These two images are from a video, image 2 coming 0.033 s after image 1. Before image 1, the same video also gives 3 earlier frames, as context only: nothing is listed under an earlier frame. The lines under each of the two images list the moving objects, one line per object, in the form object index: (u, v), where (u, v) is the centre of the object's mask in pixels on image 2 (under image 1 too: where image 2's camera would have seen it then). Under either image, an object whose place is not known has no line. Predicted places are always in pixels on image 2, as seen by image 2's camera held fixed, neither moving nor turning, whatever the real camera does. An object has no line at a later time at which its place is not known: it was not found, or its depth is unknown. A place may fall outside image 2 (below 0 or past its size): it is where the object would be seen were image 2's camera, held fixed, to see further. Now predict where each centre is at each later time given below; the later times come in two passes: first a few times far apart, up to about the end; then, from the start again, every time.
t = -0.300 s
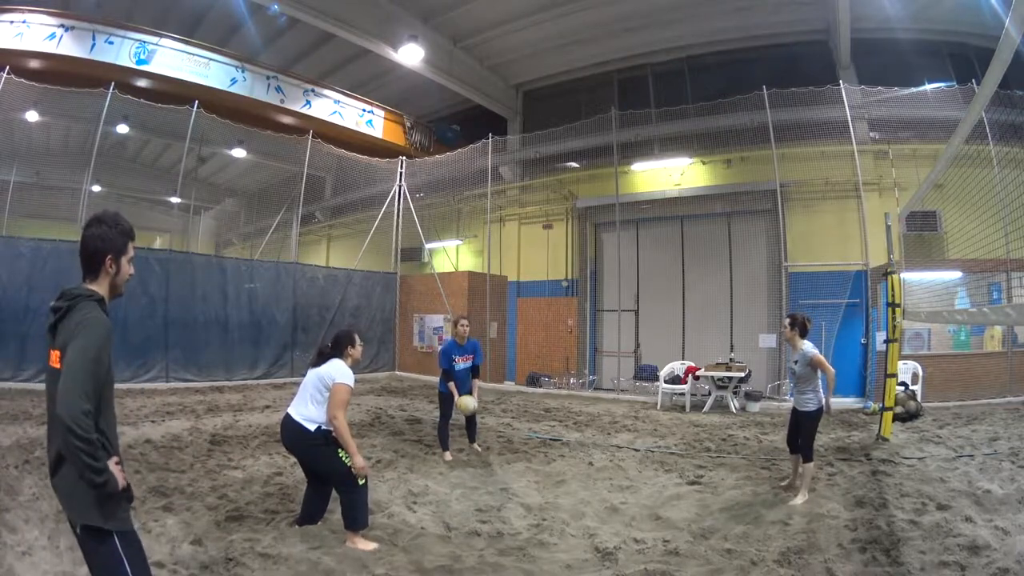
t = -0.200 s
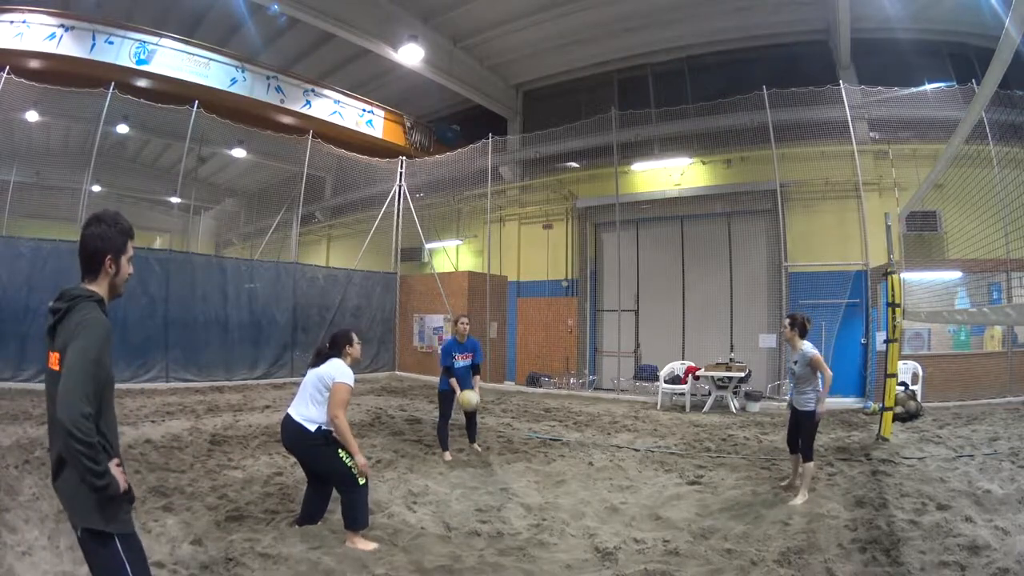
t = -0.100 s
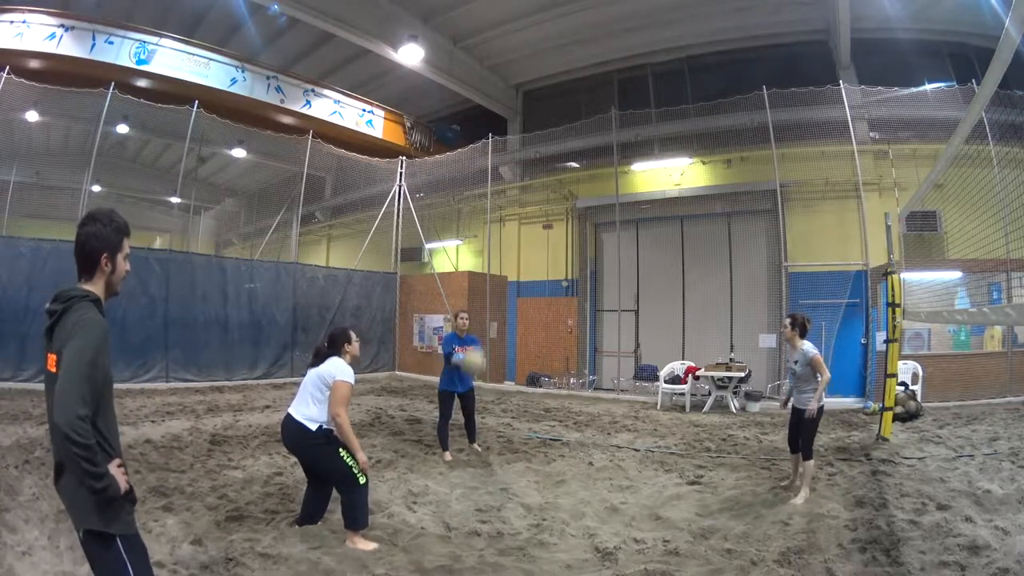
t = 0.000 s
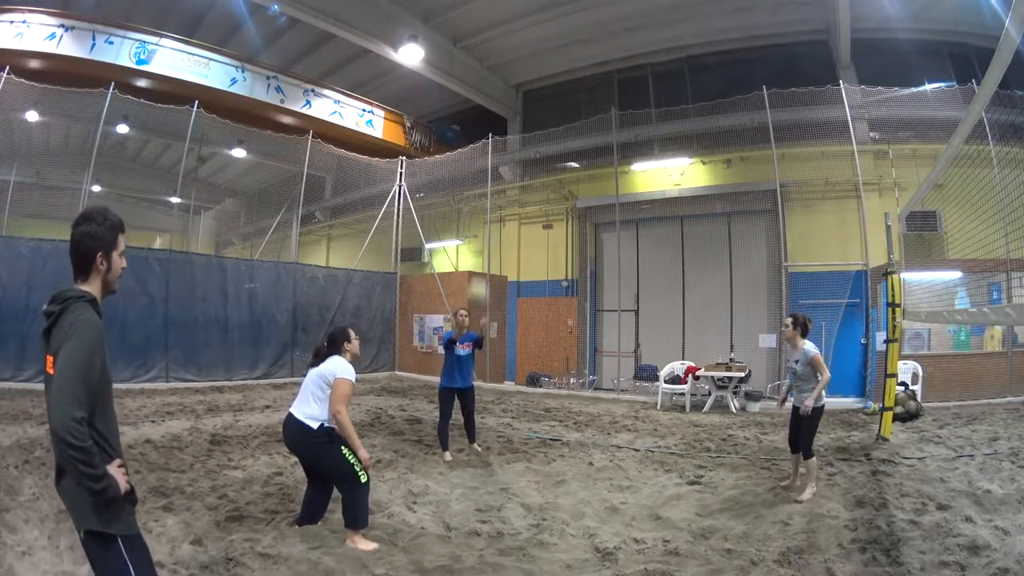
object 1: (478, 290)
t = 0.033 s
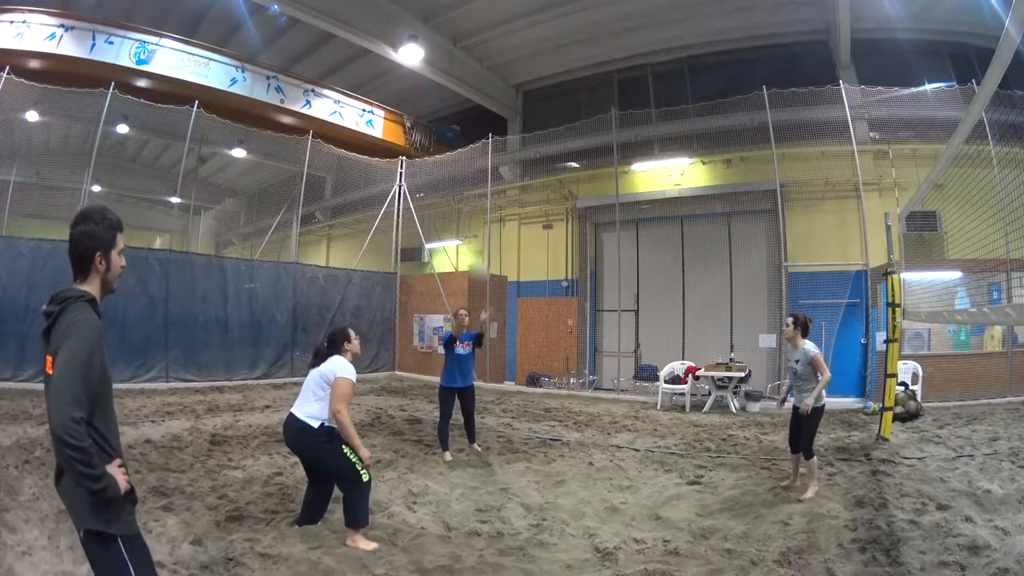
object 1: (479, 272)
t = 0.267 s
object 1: (484, 157)
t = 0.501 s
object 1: (486, 100)
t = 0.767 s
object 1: (489, 98)
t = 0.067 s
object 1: (478, 252)
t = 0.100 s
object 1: (479, 232)
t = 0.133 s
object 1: (481, 215)
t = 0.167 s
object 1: (481, 199)
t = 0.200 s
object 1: (482, 185)
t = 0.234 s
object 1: (483, 169)
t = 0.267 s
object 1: (484, 157)
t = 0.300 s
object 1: (484, 144)
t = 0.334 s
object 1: (484, 134)
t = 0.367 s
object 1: (485, 126)
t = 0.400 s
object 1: (485, 119)
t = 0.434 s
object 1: (486, 111)
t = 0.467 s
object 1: (486, 105)
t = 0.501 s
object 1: (486, 100)
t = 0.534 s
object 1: (487, 95)
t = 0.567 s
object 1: (487, 92)
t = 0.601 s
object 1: (488, 90)
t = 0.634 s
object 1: (488, 89)
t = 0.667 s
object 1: (489, 89)
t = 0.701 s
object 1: (489, 90)
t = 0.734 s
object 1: (489, 92)
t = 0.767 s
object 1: (489, 98)
